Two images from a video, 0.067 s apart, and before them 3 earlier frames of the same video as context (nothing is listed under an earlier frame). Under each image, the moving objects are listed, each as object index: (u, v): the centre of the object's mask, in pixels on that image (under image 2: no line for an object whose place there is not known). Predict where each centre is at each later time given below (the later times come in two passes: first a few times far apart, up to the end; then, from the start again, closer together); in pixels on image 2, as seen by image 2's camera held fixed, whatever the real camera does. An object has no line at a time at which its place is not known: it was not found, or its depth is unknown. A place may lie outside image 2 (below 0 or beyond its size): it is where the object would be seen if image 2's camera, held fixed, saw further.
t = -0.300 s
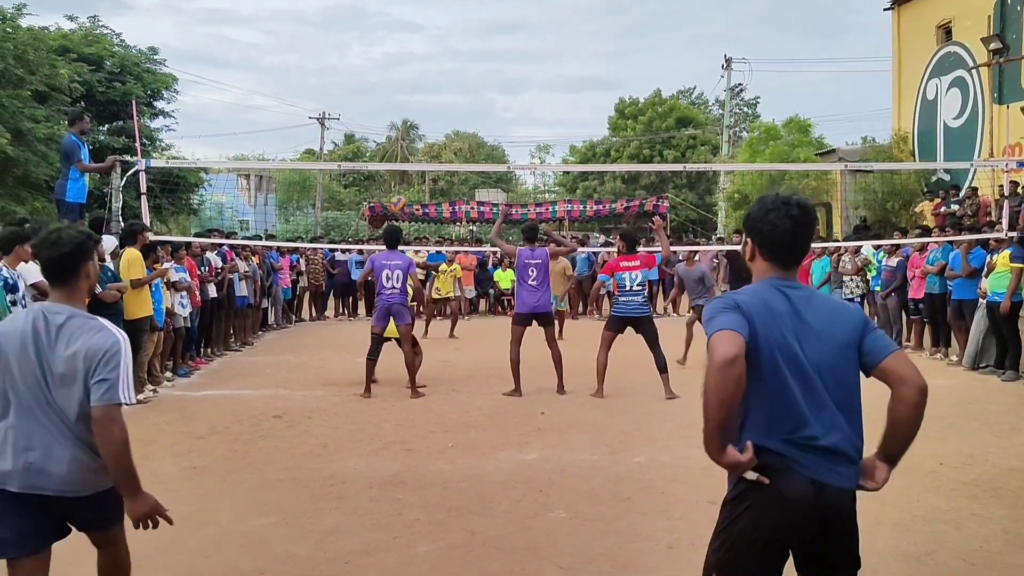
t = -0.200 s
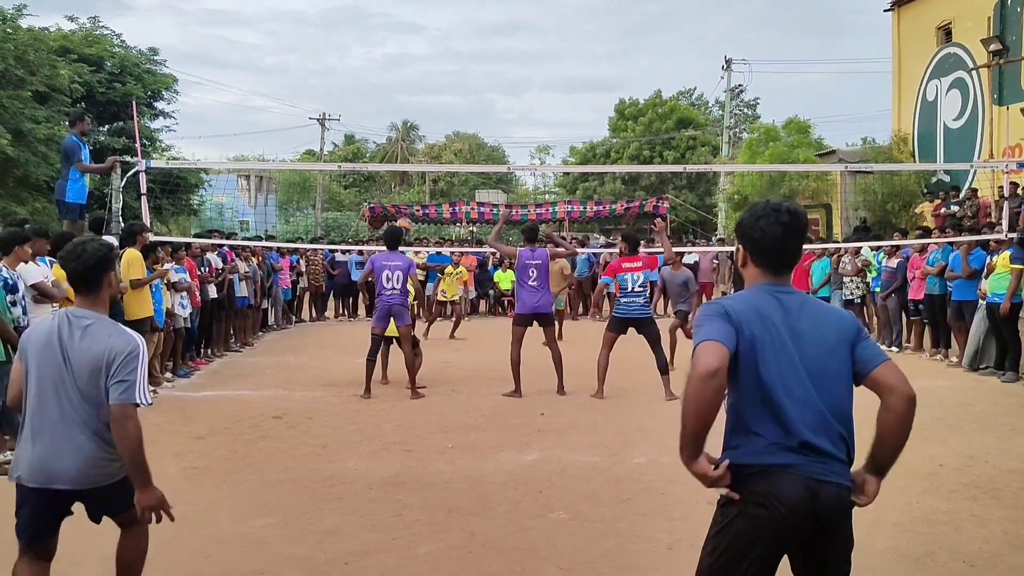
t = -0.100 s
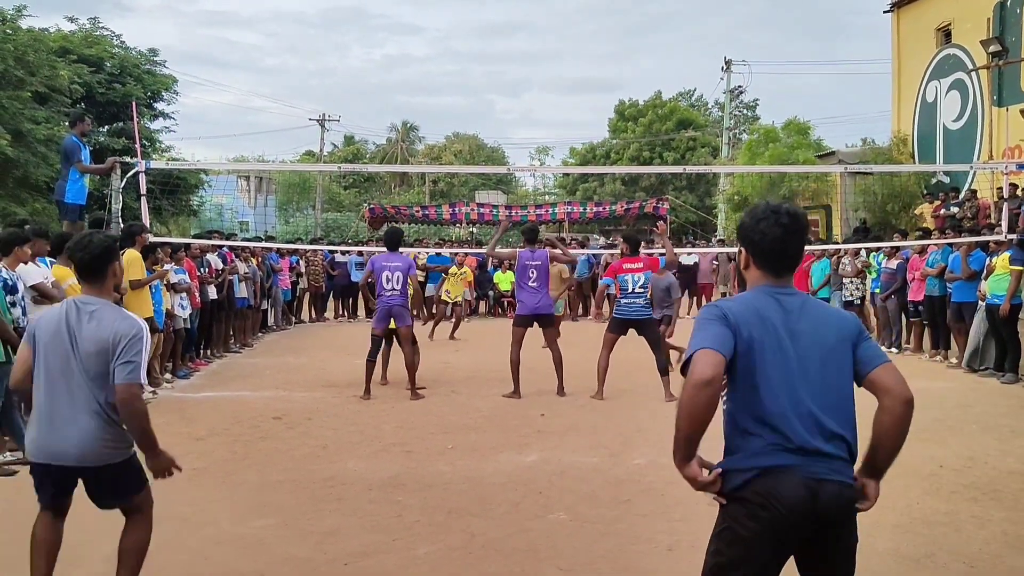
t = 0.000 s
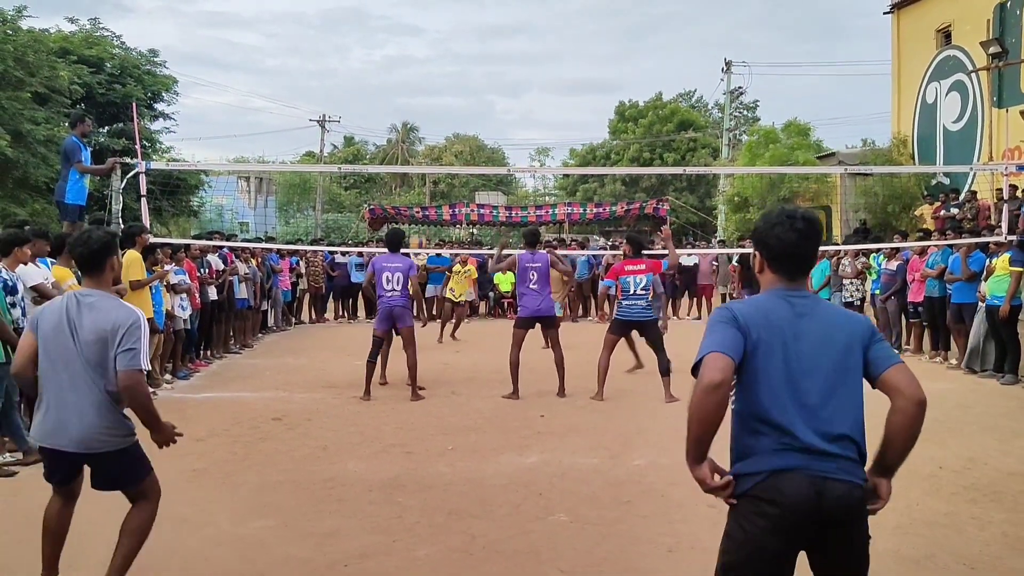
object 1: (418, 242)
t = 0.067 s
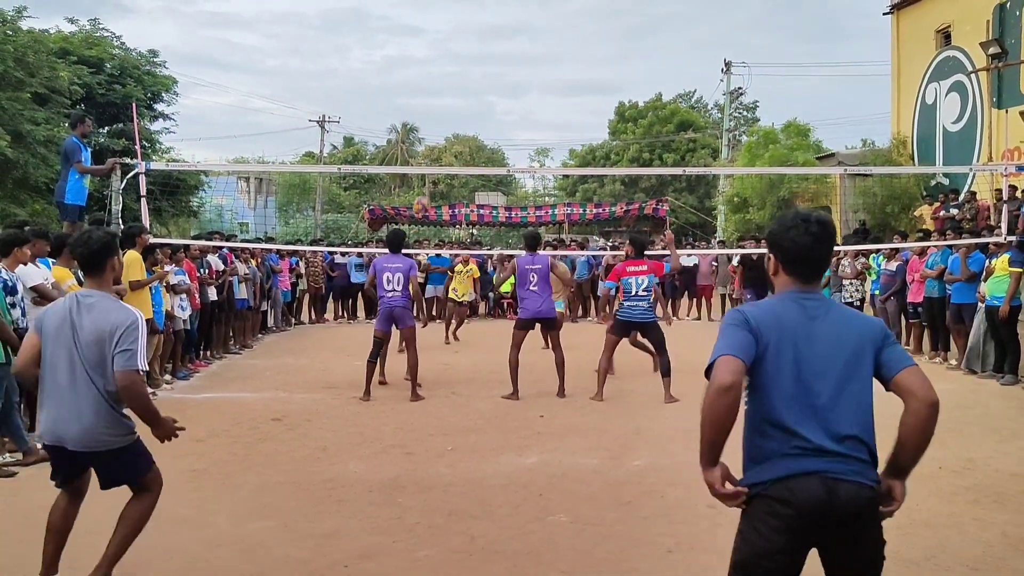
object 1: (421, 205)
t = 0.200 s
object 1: (431, 140)
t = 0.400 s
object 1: (444, 68)
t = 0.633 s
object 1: (459, 28)
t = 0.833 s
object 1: (472, 27)
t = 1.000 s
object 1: (482, 50)
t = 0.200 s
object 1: (431, 140)
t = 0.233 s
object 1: (434, 125)
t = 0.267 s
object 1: (436, 112)
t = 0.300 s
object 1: (438, 100)
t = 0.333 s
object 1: (440, 88)
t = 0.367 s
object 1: (442, 78)
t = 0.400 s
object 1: (444, 68)
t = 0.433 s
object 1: (446, 59)
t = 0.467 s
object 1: (449, 52)
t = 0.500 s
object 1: (451, 45)
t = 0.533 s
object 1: (453, 39)
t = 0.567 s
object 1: (455, 35)
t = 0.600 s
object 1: (457, 31)
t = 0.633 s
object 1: (459, 28)
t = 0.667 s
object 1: (461, 25)
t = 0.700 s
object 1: (464, 24)
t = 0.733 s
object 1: (465, 23)
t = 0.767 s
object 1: (468, 23)
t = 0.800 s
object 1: (470, 25)
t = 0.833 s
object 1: (472, 27)
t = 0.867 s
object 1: (474, 30)
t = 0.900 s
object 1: (476, 34)
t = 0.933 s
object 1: (478, 39)
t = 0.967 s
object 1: (480, 44)
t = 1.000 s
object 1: (482, 50)
